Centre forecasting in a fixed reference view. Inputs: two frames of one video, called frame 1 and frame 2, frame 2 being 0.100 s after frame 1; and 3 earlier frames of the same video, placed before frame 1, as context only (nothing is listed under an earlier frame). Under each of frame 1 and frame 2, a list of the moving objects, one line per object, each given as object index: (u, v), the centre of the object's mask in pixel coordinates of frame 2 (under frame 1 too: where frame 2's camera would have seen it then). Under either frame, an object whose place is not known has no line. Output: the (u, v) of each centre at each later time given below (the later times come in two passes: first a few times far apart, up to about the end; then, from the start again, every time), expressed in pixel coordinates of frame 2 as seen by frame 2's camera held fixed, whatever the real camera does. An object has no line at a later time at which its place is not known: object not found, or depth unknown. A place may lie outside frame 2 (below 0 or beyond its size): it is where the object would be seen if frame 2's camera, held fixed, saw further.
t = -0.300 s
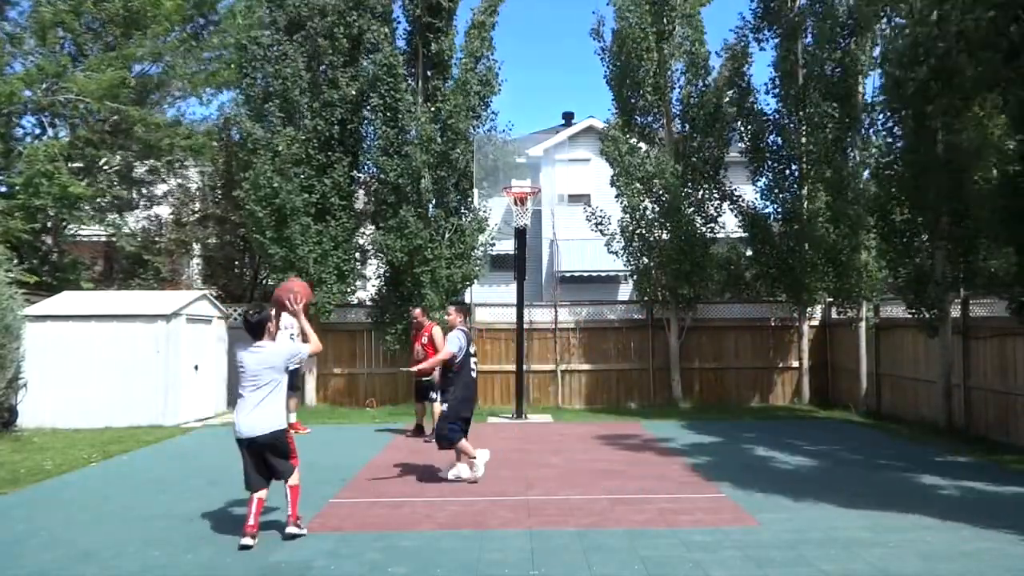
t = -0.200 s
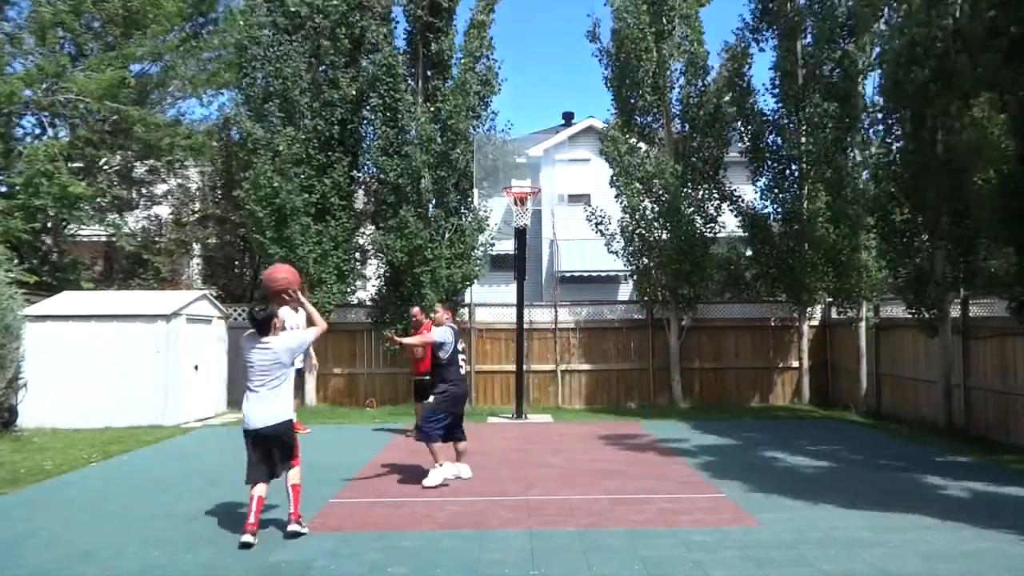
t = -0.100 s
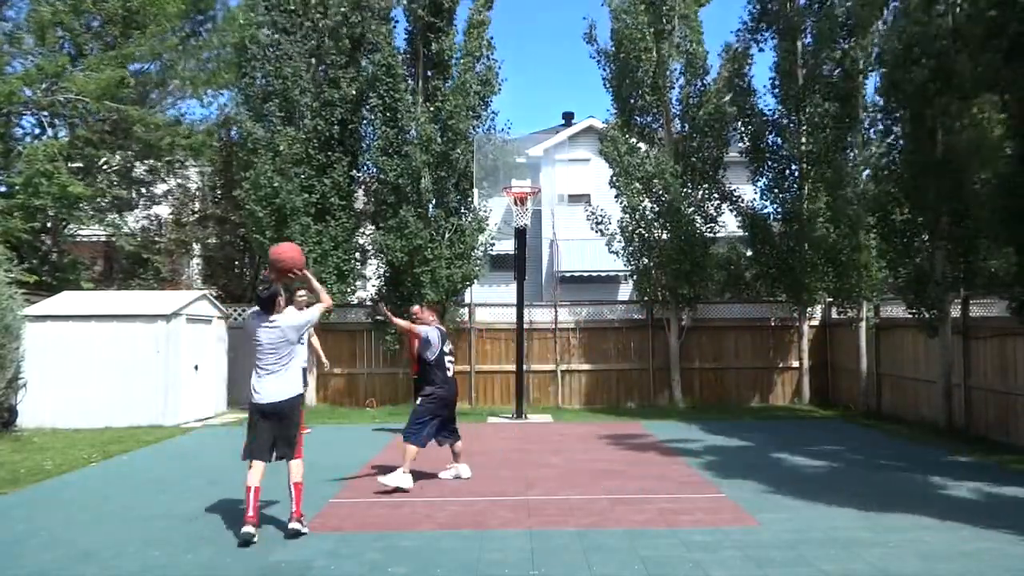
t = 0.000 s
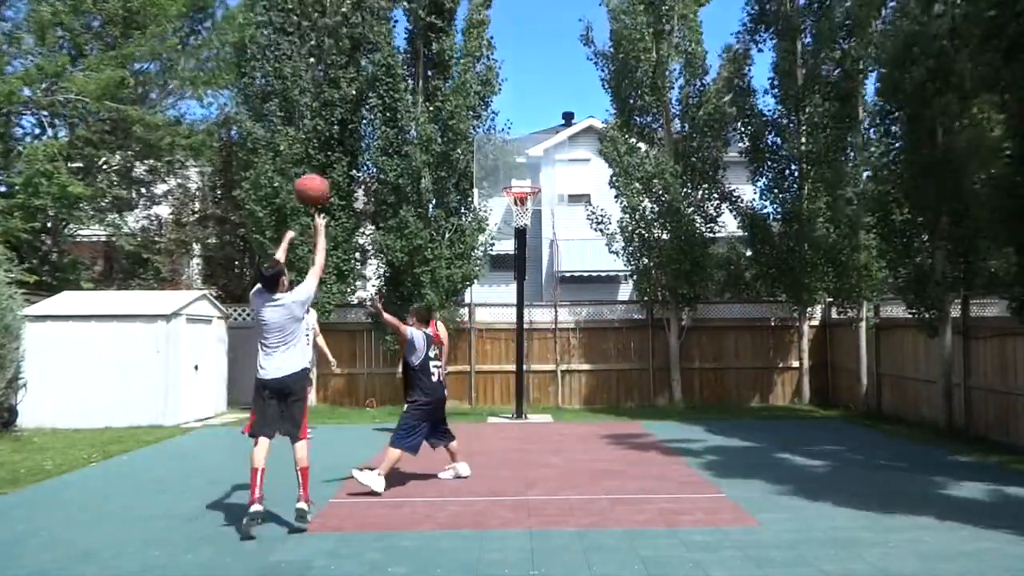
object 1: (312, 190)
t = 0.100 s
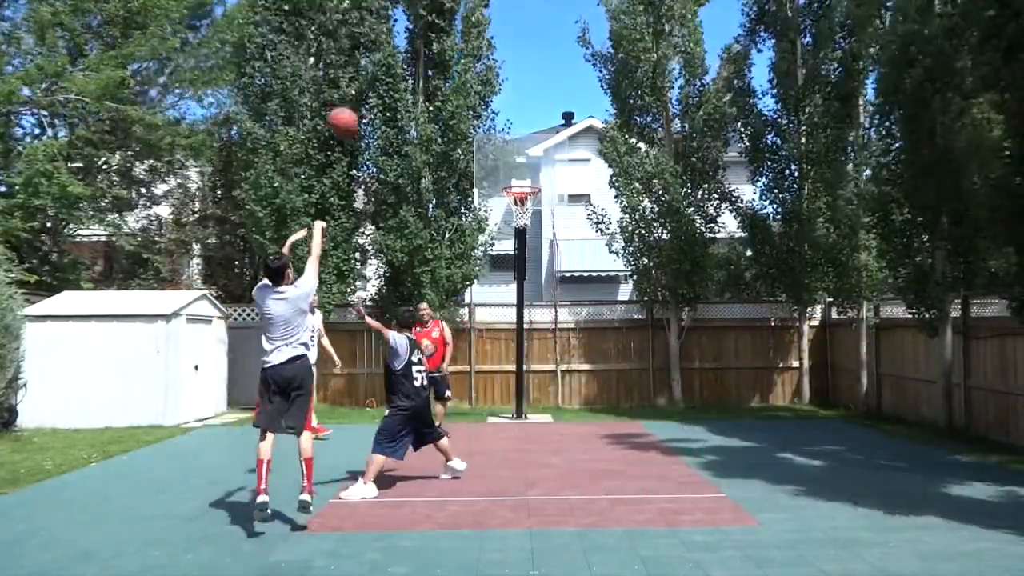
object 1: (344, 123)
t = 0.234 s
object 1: (377, 66)
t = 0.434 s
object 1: (421, 28)
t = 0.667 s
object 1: (461, 39)
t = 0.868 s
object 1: (490, 83)
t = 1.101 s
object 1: (516, 167)
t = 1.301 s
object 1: (513, 171)
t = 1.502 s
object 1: (498, 169)
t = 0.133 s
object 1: (352, 105)
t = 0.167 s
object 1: (361, 89)
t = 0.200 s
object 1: (370, 76)
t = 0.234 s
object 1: (377, 66)
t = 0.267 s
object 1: (386, 54)
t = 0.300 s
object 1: (394, 46)
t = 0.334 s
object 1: (401, 39)
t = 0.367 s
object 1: (408, 34)
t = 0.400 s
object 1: (415, 30)
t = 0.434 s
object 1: (421, 28)
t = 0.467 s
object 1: (427, 26)
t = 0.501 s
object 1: (433, 25)
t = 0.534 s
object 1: (439, 26)
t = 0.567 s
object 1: (445, 28)
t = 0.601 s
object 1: (450, 30)
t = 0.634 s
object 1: (456, 33)
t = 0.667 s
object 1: (461, 39)
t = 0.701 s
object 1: (467, 44)
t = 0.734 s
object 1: (471, 50)
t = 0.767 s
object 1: (475, 57)
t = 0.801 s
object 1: (482, 66)
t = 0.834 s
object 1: (485, 74)
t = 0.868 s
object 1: (490, 83)
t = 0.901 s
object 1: (495, 93)
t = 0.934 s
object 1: (498, 104)
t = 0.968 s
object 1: (501, 116)
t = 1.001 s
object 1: (505, 128)
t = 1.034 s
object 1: (508, 140)
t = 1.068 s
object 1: (513, 152)
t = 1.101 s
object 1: (516, 167)
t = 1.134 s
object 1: (519, 180)
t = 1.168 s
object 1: (522, 185)
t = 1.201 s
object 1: (524, 184)
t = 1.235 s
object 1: (522, 179)
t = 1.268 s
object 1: (517, 175)
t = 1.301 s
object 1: (513, 171)
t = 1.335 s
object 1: (508, 168)
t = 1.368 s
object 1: (504, 165)
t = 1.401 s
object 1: (502, 165)
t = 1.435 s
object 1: (502, 165)
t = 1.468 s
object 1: (500, 167)
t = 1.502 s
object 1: (498, 169)
